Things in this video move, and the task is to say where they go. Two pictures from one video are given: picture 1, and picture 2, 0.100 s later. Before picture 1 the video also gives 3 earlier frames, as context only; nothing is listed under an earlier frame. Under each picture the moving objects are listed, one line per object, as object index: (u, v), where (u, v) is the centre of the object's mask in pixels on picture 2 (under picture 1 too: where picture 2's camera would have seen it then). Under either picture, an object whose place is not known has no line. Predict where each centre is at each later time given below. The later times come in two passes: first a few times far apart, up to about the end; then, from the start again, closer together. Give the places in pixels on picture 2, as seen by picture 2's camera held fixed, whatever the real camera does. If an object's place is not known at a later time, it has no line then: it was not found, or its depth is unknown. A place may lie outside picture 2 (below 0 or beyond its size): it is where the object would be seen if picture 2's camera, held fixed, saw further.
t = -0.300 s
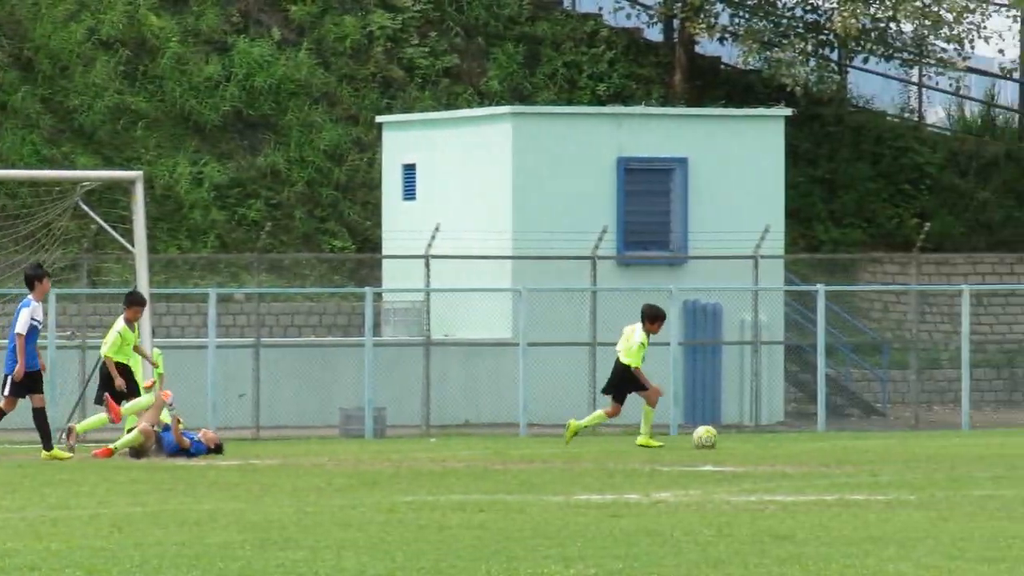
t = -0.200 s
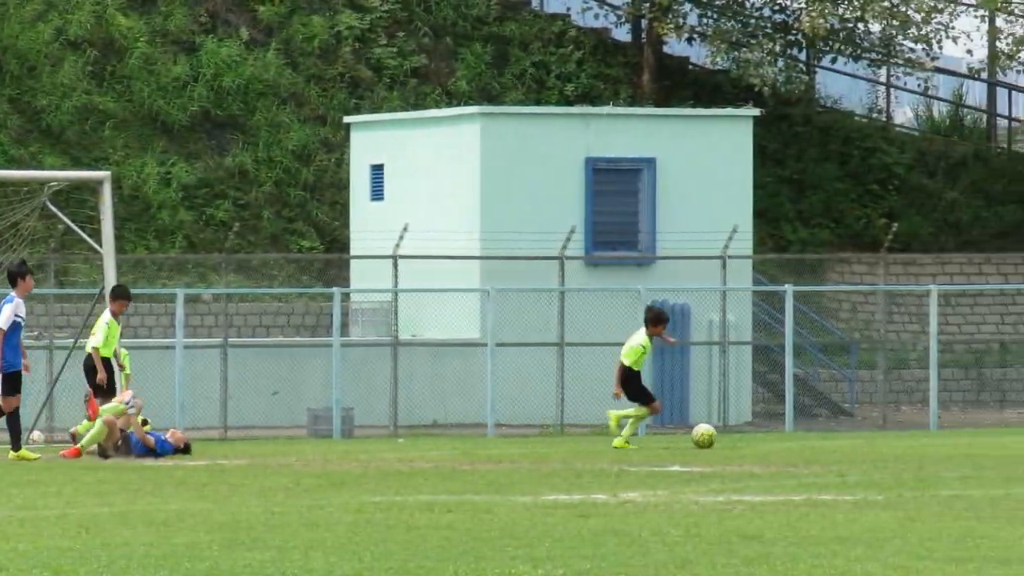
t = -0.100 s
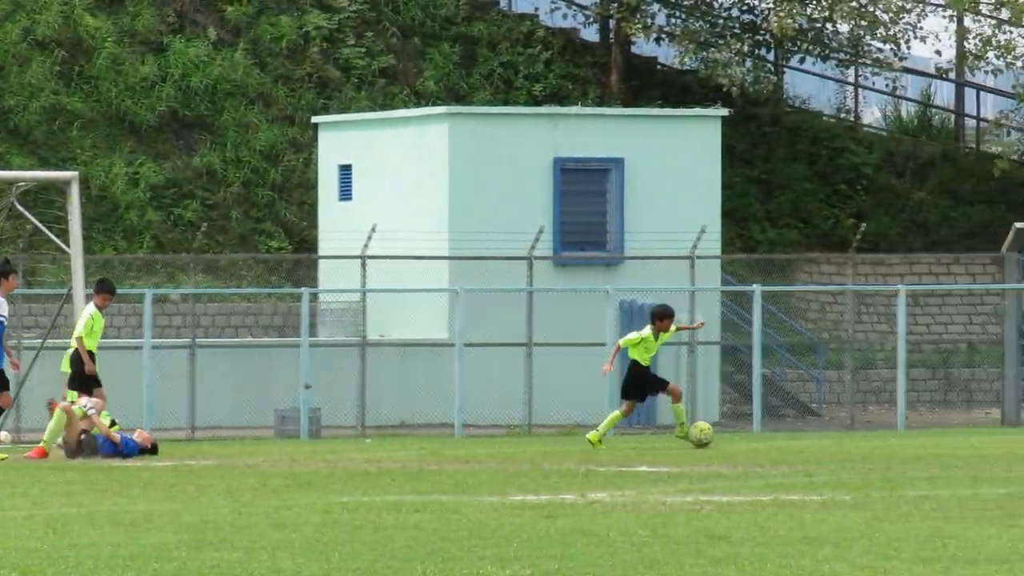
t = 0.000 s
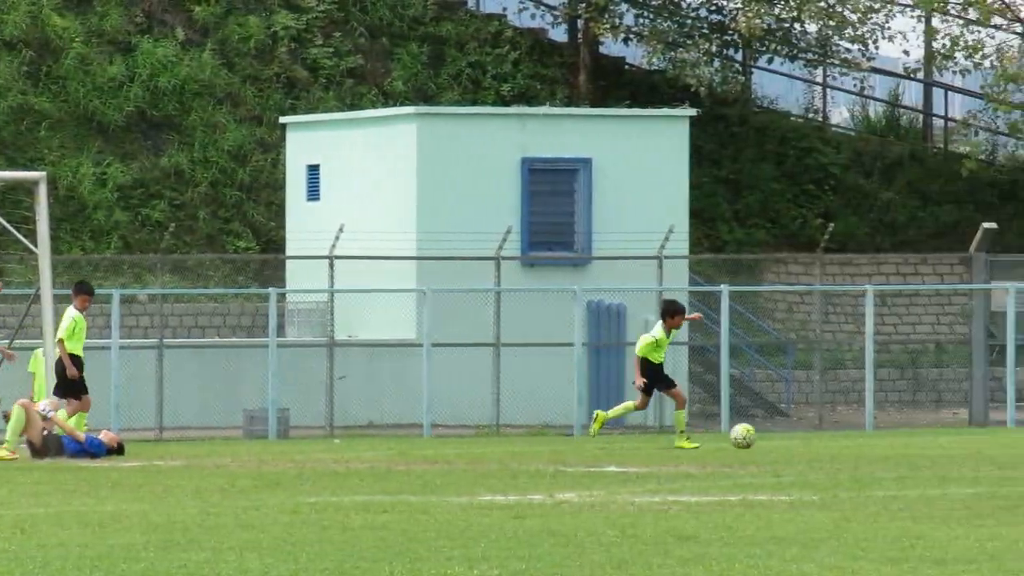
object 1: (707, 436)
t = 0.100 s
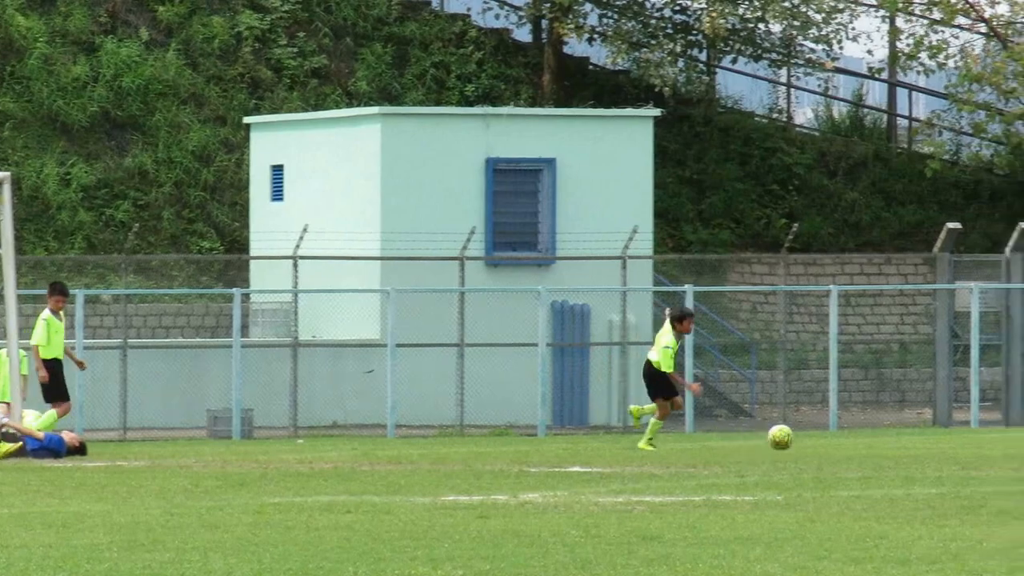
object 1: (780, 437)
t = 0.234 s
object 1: (869, 439)
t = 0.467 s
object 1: (1003, 440)
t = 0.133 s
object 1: (803, 437)
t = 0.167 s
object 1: (826, 438)
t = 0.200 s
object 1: (848, 439)
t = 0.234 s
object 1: (869, 439)
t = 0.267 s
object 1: (890, 439)
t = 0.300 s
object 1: (911, 440)
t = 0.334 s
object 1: (929, 439)
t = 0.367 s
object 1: (948, 439)
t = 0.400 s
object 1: (967, 439)
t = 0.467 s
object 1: (1003, 440)
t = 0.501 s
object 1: (1021, 440)
